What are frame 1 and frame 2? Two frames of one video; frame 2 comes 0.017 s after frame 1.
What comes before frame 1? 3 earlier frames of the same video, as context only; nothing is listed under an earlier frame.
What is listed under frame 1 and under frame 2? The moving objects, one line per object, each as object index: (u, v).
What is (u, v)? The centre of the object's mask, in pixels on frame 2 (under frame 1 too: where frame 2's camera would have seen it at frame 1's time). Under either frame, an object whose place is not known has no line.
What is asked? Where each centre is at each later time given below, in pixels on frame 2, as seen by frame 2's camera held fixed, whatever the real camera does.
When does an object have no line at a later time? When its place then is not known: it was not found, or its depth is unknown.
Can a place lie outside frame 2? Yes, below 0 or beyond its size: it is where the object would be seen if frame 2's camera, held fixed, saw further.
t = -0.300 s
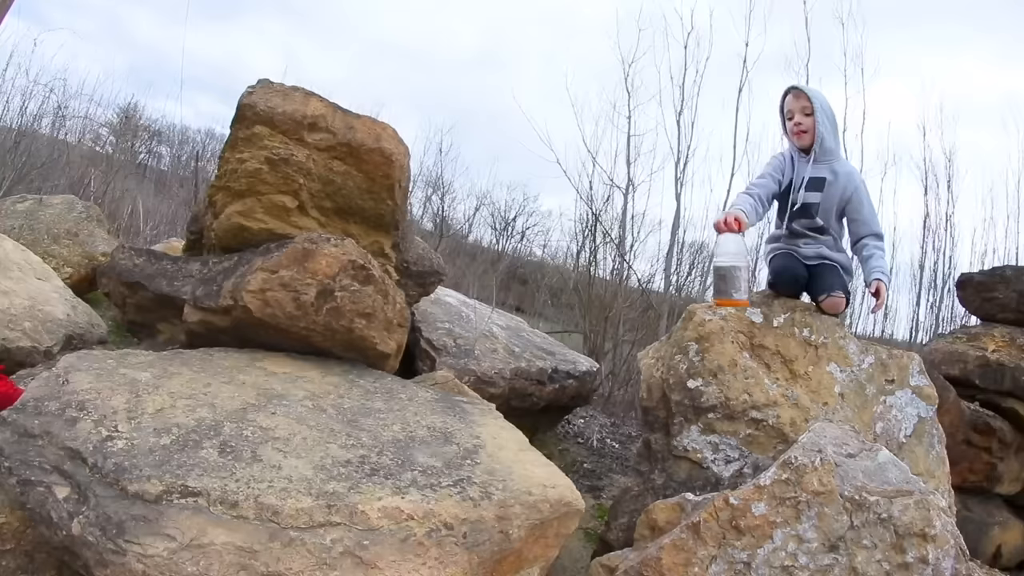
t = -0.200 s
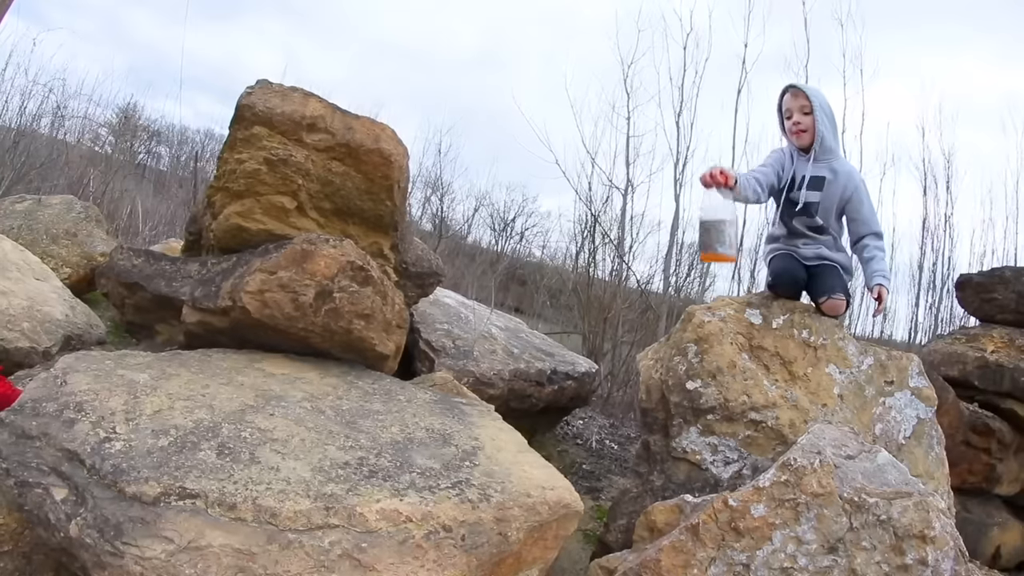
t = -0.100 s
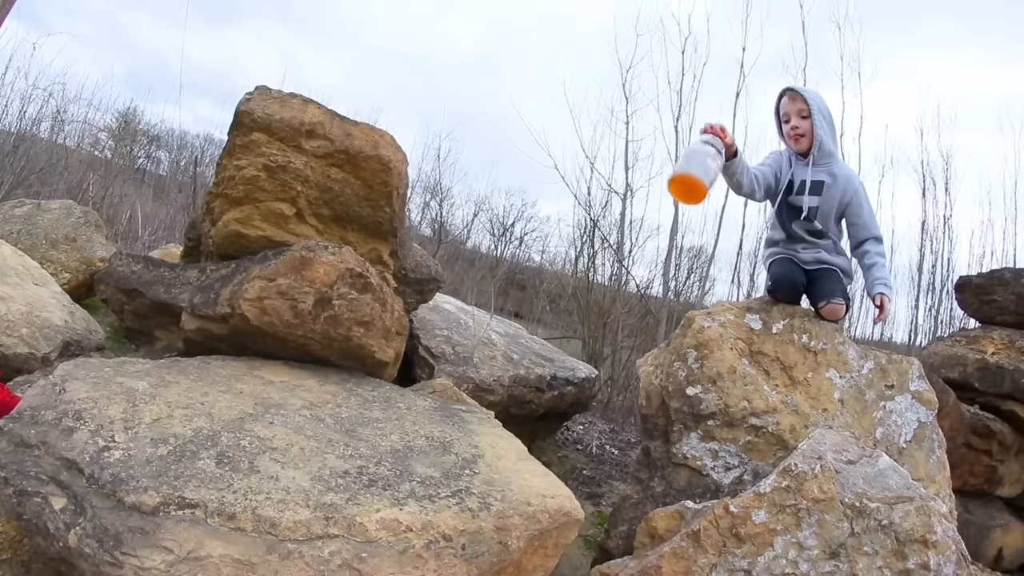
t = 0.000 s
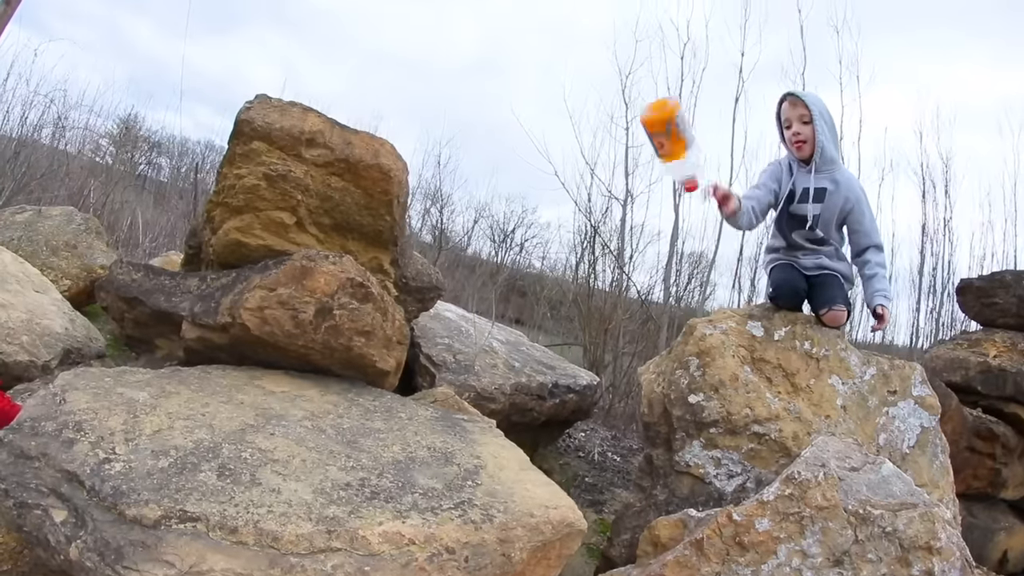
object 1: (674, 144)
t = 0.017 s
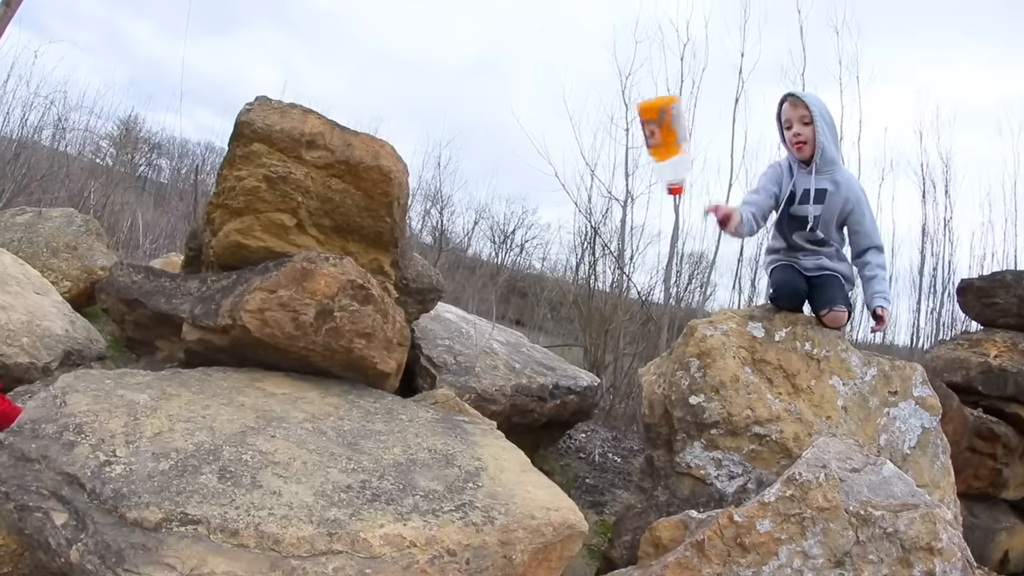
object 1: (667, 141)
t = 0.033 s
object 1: (658, 134)
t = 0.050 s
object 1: (650, 128)
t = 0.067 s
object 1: (643, 122)
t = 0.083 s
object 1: (637, 118)
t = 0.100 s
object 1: (629, 117)
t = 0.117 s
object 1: (620, 117)
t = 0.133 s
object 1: (611, 118)
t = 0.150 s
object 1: (603, 121)
